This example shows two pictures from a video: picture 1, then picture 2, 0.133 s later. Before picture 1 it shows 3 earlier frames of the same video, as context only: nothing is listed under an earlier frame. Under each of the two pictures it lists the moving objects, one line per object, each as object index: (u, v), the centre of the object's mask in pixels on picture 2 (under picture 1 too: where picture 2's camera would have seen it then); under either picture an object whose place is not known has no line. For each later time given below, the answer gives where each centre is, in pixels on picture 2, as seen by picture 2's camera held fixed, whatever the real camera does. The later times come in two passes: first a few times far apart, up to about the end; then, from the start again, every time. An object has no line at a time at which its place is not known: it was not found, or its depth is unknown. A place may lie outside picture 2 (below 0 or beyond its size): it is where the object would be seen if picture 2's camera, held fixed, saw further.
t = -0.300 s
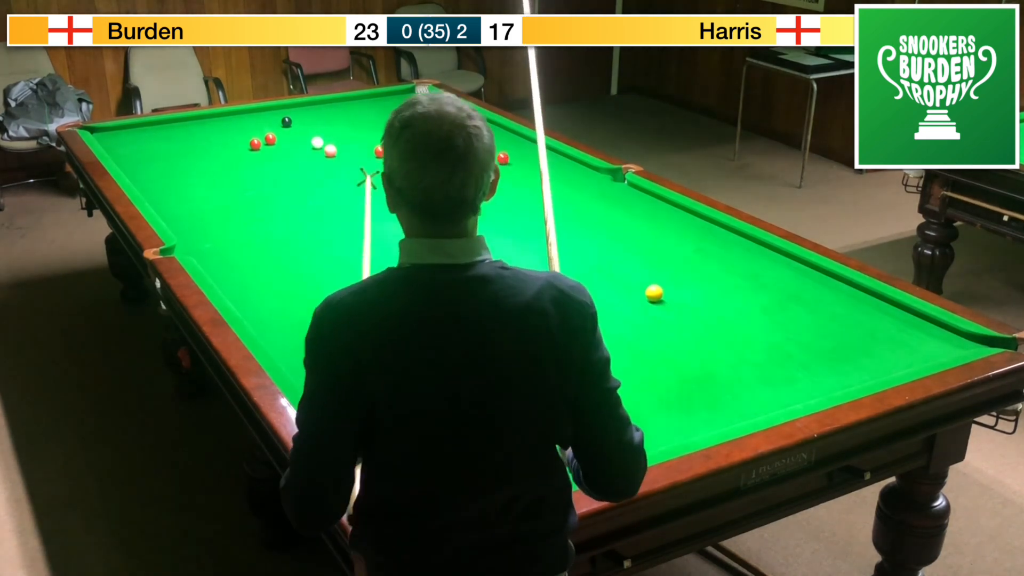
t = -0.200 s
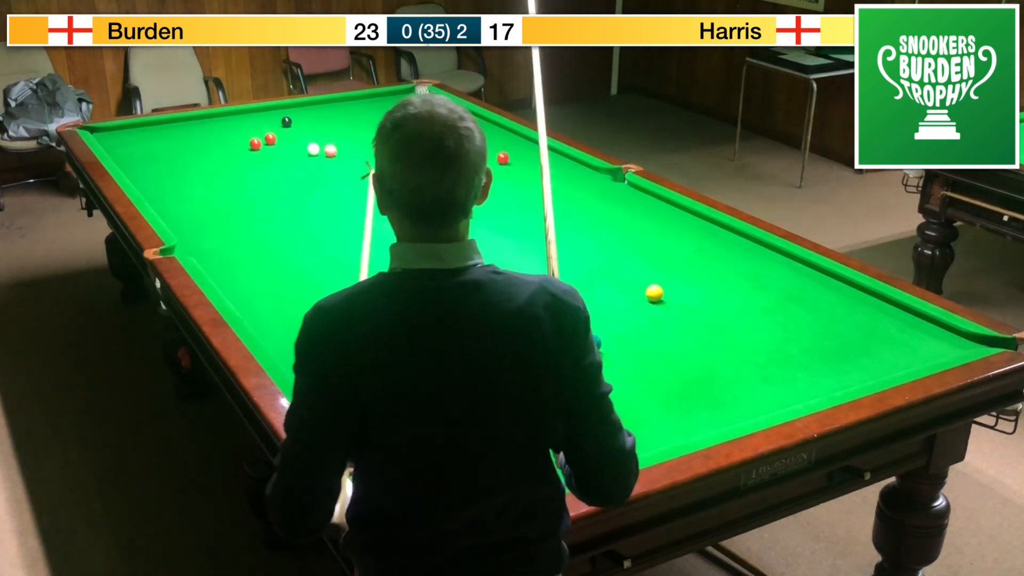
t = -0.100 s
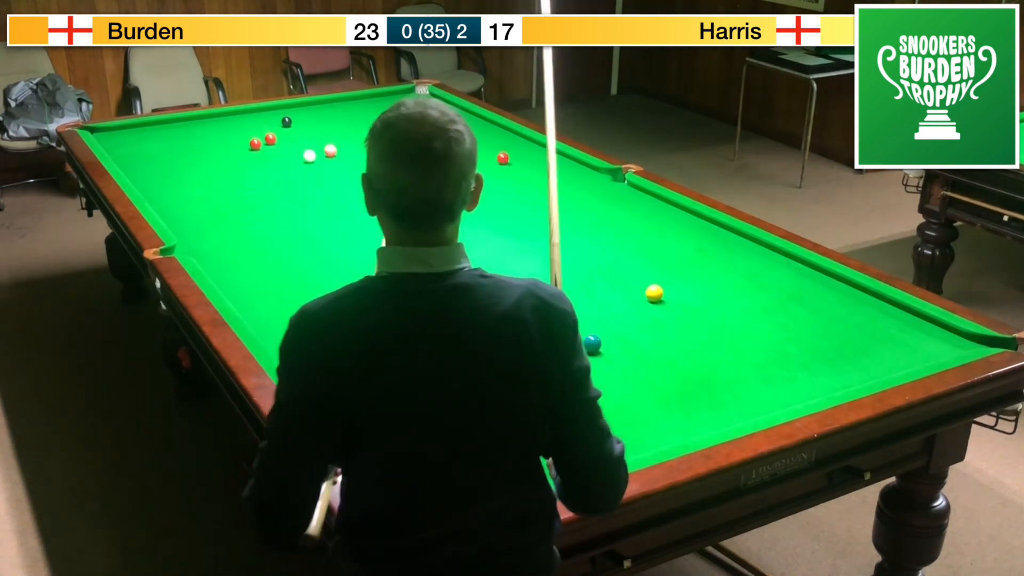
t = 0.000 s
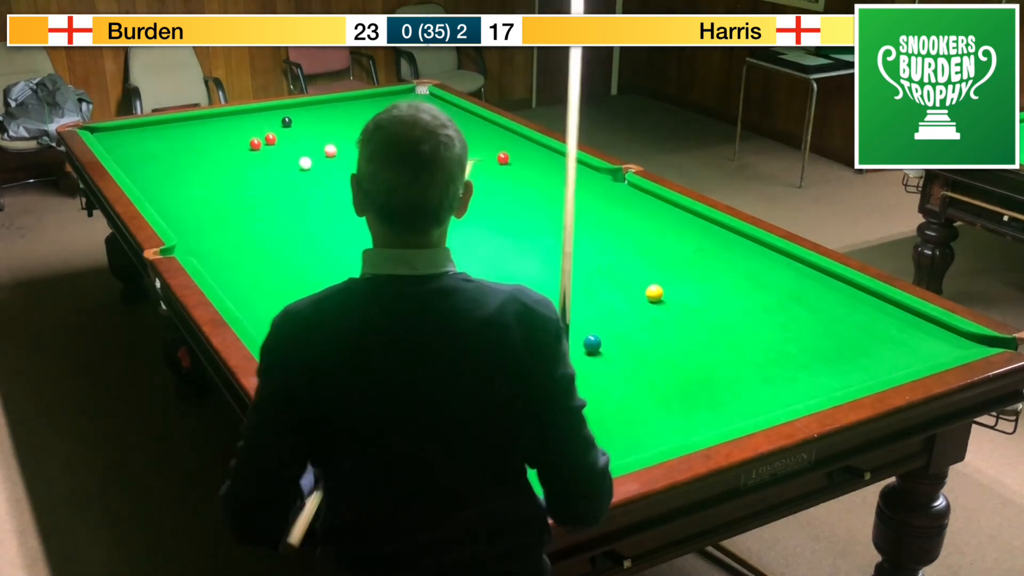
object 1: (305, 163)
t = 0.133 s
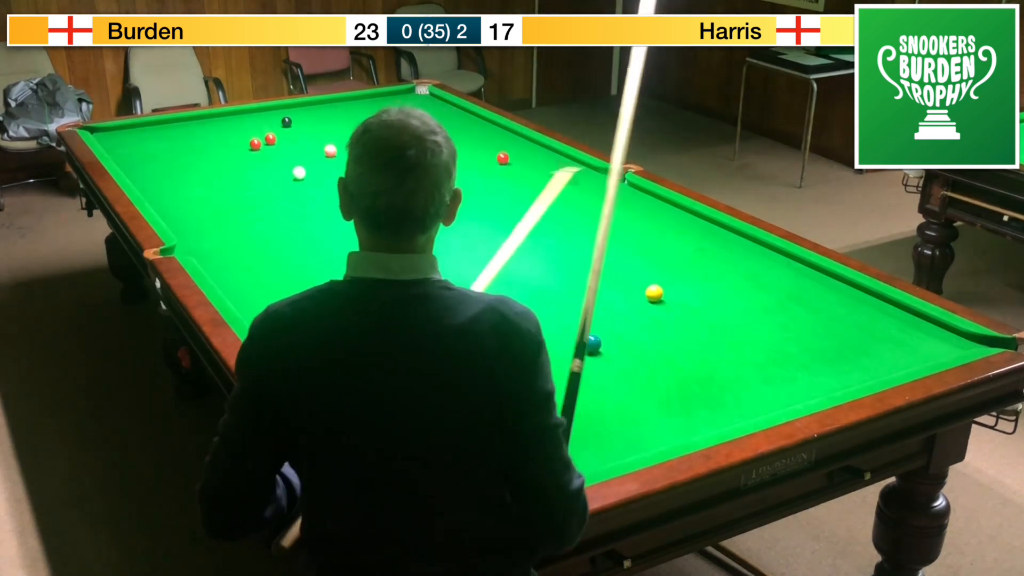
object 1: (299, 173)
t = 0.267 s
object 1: (292, 184)
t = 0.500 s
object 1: (280, 203)
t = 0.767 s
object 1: (265, 226)
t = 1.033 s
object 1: (248, 251)
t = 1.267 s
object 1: (232, 275)
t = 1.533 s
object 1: (245, 295)
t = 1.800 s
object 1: (281, 309)
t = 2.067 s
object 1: (317, 323)
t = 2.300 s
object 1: (347, 335)
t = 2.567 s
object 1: (381, 349)
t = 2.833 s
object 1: (415, 363)
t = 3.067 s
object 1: (443, 375)
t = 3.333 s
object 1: (475, 389)
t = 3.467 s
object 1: (490, 395)
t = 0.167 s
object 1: (297, 176)
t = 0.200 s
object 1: (295, 178)
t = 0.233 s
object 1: (294, 181)
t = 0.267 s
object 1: (292, 184)
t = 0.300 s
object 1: (291, 186)
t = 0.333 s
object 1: (289, 189)
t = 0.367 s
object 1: (287, 192)
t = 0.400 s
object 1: (286, 194)
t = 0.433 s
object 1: (284, 197)
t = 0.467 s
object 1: (282, 200)
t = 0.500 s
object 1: (280, 203)
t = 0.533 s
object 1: (279, 205)
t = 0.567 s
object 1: (277, 208)
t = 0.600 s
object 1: (275, 211)
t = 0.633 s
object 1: (273, 214)
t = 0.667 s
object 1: (271, 217)
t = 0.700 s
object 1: (269, 220)
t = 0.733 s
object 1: (267, 223)
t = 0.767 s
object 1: (265, 226)
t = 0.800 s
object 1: (263, 229)
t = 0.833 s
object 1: (261, 232)
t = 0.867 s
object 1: (259, 235)
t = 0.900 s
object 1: (257, 238)
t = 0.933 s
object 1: (255, 241)
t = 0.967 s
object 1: (253, 244)
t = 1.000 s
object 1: (251, 248)
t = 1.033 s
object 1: (248, 251)
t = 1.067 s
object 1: (246, 254)
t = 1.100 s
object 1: (244, 258)
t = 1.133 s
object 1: (241, 261)
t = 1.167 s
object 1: (239, 264)
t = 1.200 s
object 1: (237, 268)
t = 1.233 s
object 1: (234, 271)
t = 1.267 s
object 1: (232, 275)
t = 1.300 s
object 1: (230, 278)
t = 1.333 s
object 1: (227, 282)
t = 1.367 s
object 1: (225, 285)
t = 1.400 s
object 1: (227, 287)
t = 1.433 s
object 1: (232, 289)
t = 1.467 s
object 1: (236, 291)
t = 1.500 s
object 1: (241, 293)
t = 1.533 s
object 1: (245, 295)
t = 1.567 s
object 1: (250, 296)
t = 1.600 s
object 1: (254, 298)
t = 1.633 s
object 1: (259, 300)
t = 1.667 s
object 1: (263, 302)
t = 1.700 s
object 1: (268, 303)
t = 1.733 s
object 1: (272, 305)
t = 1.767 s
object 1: (277, 307)
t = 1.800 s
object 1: (281, 309)
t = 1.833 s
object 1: (286, 311)
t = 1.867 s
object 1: (290, 312)
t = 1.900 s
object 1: (294, 314)
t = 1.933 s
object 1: (299, 316)
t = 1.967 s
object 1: (303, 318)
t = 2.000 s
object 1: (308, 319)
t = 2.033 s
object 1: (312, 321)
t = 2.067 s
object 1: (317, 323)
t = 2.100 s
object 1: (321, 325)
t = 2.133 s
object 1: (325, 326)
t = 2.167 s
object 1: (329, 328)
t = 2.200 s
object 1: (334, 330)
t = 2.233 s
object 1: (338, 332)
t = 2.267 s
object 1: (343, 333)
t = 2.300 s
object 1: (347, 335)
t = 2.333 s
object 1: (351, 337)
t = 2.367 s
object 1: (356, 339)
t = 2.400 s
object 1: (360, 340)
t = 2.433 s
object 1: (364, 342)
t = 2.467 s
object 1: (368, 344)
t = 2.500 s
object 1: (373, 346)
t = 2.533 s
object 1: (377, 348)
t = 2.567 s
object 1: (381, 349)
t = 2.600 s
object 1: (385, 351)
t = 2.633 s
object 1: (390, 353)
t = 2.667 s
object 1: (394, 354)
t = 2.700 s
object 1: (398, 356)
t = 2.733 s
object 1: (402, 358)
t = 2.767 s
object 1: (406, 360)
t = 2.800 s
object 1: (411, 361)
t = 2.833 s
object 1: (415, 363)
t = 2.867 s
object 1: (419, 365)
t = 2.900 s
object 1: (423, 367)
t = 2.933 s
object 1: (427, 368)
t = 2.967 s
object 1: (431, 370)
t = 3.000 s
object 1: (435, 372)
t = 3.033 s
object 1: (439, 373)
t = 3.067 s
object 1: (443, 375)
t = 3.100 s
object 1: (447, 377)
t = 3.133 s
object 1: (451, 378)
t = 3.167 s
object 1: (455, 380)
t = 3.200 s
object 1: (459, 382)
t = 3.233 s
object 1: (463, 384)
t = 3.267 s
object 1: (467, 385)
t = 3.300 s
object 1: (471, 387)
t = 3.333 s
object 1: (475, 389)
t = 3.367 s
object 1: (479, 390)
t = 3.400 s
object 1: (482, 392)
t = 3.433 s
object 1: (486, 393)
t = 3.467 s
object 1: (490, 395)
